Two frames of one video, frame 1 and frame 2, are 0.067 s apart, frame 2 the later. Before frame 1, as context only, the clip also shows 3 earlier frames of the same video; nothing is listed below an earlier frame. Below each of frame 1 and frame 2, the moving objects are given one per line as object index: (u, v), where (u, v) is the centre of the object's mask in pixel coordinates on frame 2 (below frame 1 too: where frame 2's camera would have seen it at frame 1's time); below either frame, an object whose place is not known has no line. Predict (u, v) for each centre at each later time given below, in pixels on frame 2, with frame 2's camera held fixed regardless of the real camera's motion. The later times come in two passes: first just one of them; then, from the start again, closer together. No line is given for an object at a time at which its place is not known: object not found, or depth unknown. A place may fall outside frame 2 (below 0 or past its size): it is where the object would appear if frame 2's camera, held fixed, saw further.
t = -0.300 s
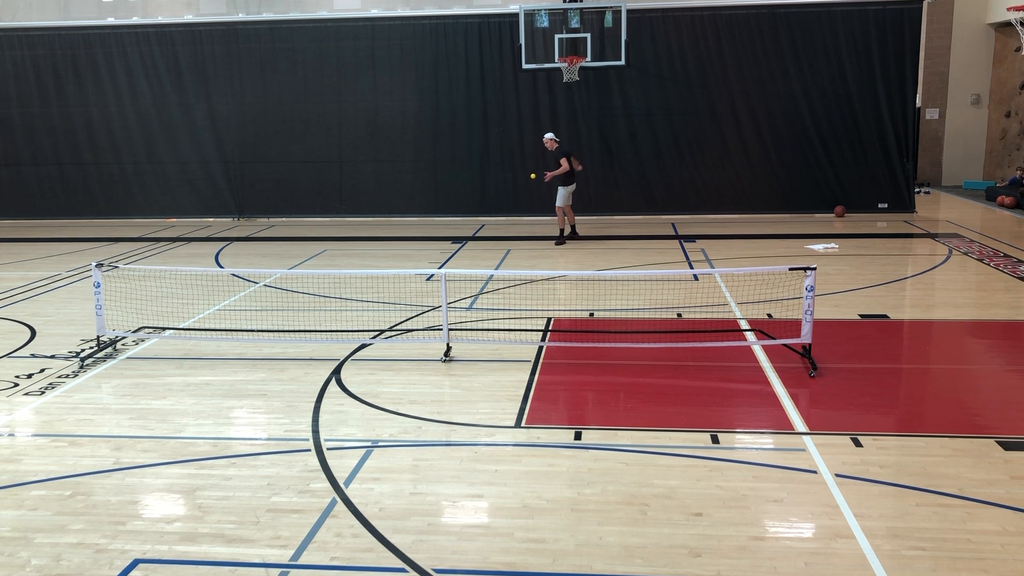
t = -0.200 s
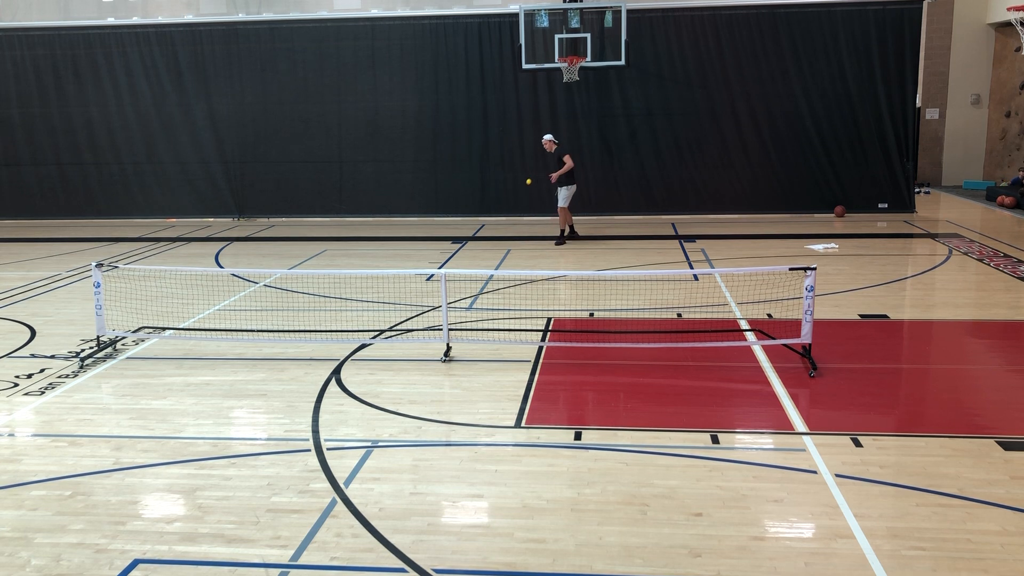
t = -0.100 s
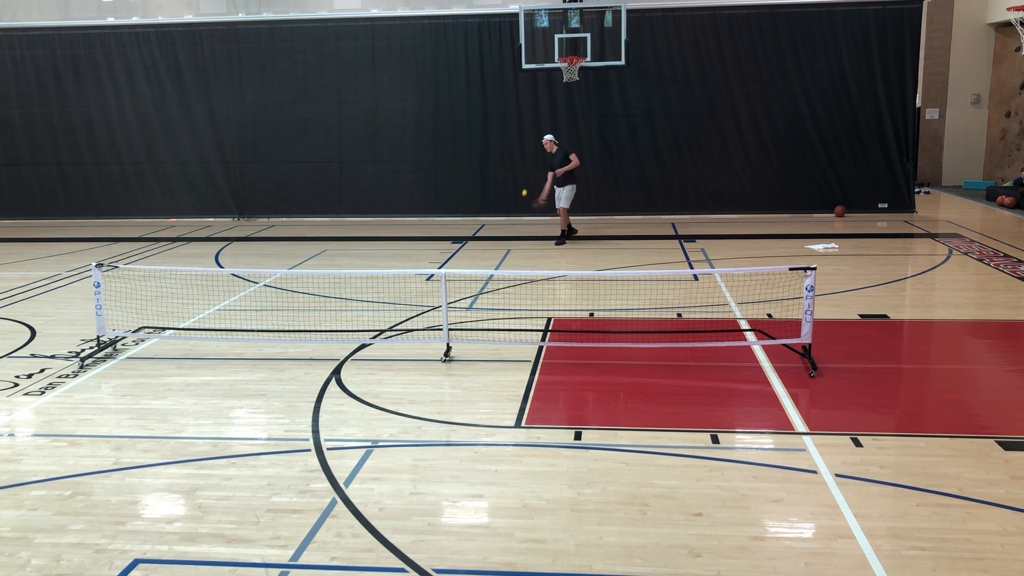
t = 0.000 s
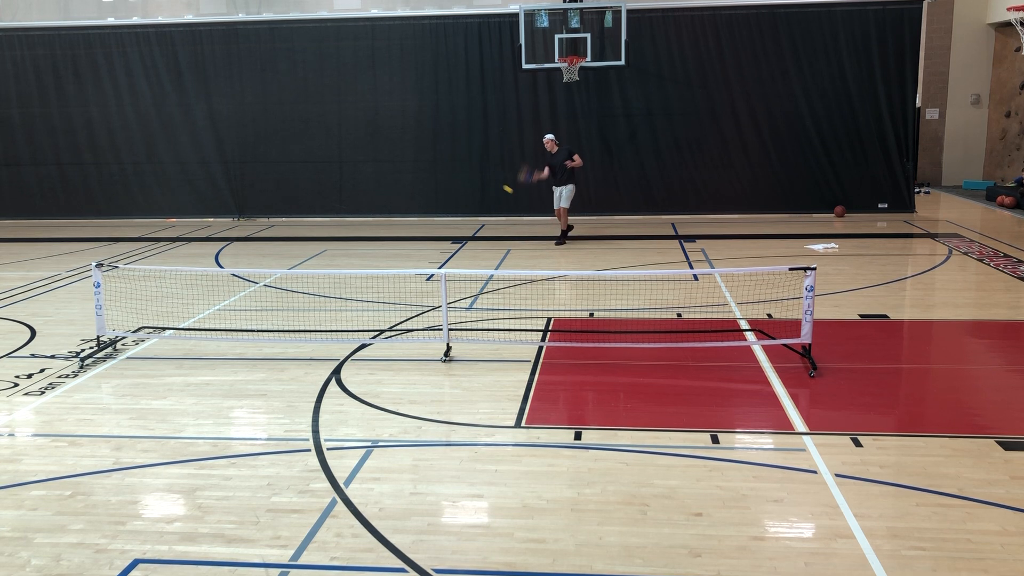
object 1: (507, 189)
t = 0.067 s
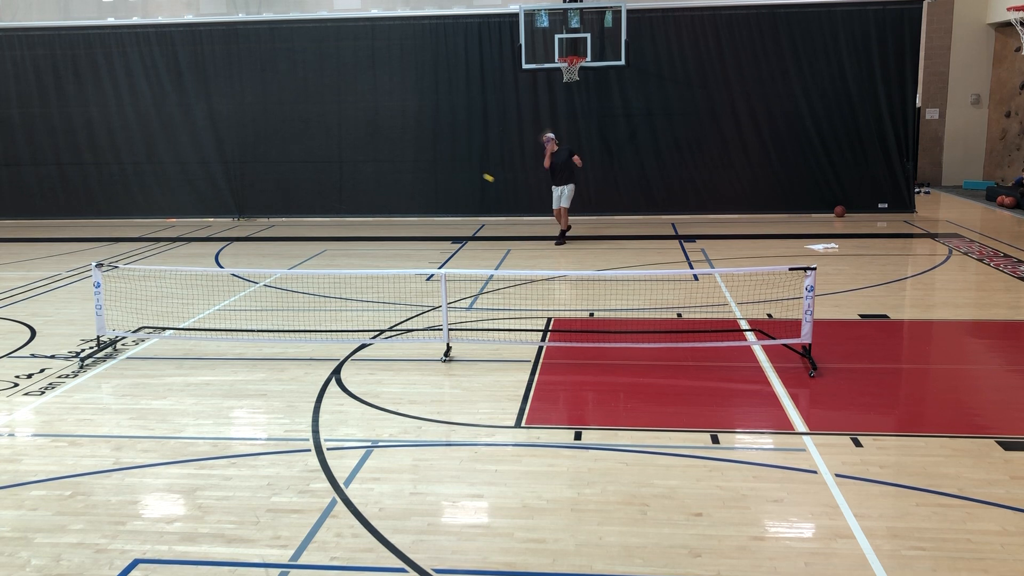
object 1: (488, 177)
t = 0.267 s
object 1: (417, 157)
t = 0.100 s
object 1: (477, 173)
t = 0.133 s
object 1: (467, 168)
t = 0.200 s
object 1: (443, 161)
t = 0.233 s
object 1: (431, 159)
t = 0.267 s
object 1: (417, 157)
